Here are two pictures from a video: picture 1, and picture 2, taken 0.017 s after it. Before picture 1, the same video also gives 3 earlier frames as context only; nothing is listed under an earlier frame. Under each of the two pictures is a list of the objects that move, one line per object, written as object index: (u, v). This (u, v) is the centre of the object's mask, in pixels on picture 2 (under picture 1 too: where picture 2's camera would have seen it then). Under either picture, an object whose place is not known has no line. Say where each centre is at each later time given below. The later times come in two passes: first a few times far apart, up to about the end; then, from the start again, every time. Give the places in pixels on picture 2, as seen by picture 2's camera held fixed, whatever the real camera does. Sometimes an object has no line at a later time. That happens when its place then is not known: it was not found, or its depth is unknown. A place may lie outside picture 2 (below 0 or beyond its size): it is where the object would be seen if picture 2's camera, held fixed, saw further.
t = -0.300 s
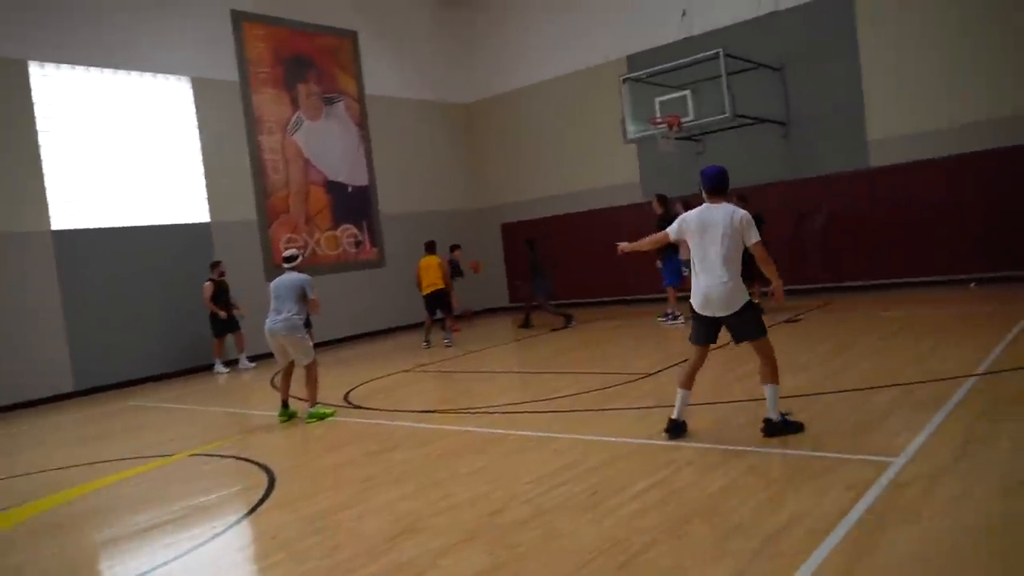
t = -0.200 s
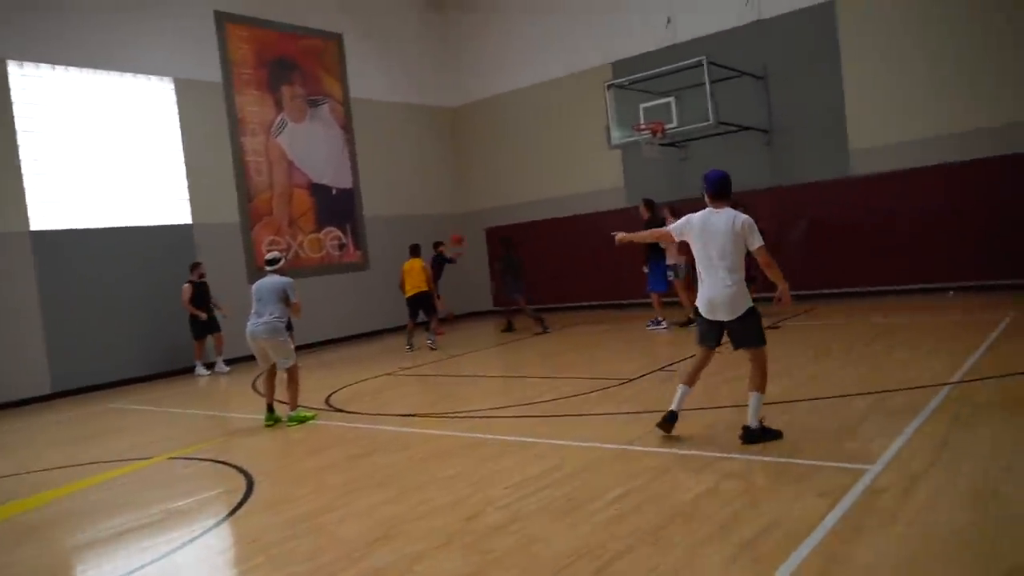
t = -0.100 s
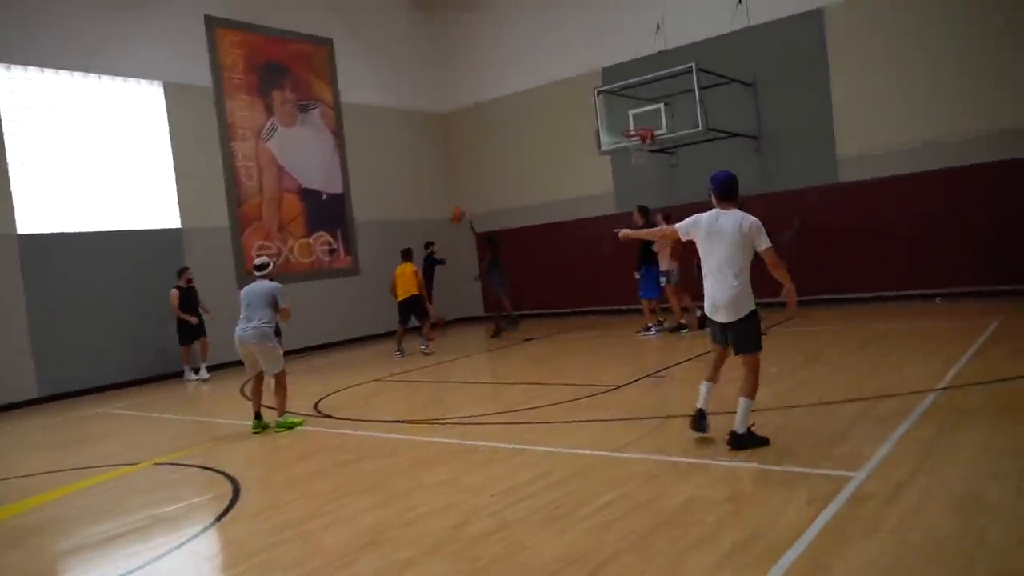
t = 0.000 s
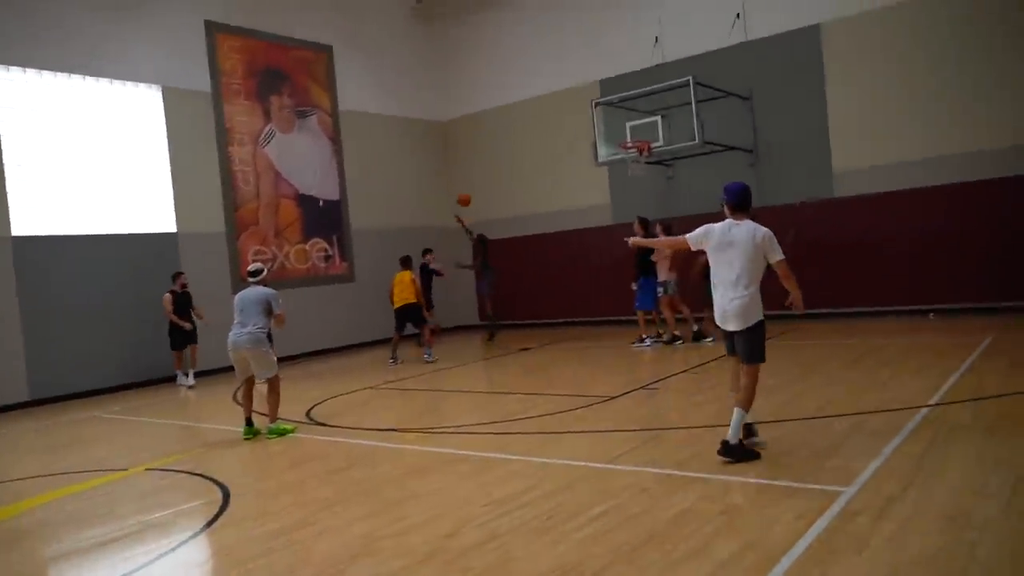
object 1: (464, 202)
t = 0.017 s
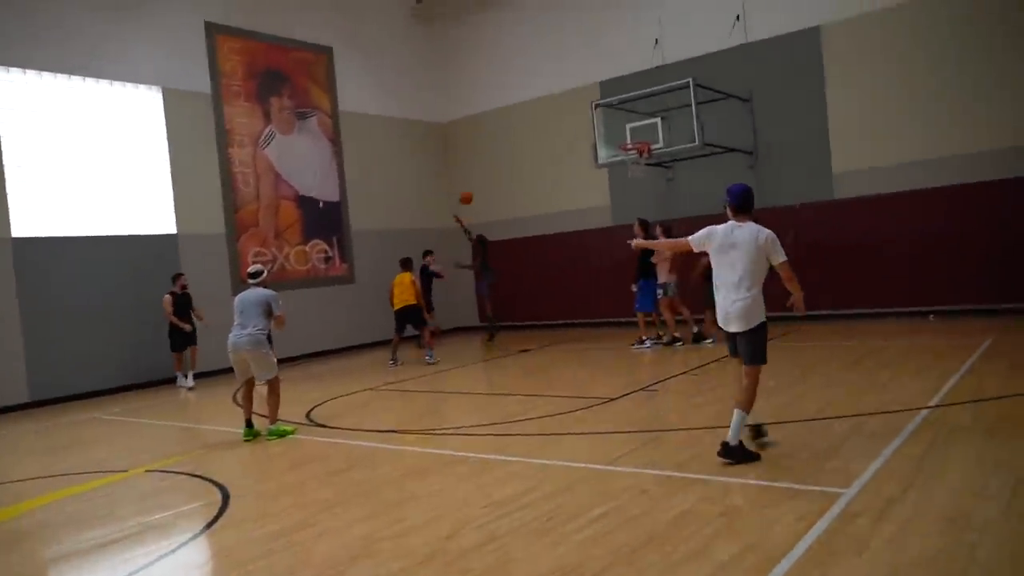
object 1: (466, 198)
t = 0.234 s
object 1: (494, 156)
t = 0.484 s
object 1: (545, 139)
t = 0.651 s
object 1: (595, 153)
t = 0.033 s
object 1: (468, 193)
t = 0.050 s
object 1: (469, 190)
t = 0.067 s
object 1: (471, 187)
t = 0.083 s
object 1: (473, 184)
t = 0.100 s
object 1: (475, 181)
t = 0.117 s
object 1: (478, 178)
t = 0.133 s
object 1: (480, 174)
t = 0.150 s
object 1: (483, 171)
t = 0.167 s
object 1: (485, 168)
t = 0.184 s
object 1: (487, 165)
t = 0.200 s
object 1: (490, 162)
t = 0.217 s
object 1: (492, 158)
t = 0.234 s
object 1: (494, 156)
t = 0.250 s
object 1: (497, 154)
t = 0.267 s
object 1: (500, 152)
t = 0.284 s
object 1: (503, 150)
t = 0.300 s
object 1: (506, 148)
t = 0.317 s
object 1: (509, 146)
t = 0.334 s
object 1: (512, 145)
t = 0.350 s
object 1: (516, 144)
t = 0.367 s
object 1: (519, 143)
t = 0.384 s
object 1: (522, 142)
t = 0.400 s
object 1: (526, 140)
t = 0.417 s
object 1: (529, 140)
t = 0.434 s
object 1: (534, 139)
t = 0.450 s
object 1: (537, 139)
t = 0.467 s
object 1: (541, 139)
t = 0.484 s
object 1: (545, 139)
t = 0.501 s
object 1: (549, 139)
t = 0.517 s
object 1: (554, 139)
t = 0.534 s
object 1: (559, 140)
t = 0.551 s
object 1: (563, 141)
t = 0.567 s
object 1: (568, 142)
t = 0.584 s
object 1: (573, 144)
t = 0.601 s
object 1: (578, 145)
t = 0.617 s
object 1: (584, 148)
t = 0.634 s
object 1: (589, 150)
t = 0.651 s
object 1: (595, 153)
